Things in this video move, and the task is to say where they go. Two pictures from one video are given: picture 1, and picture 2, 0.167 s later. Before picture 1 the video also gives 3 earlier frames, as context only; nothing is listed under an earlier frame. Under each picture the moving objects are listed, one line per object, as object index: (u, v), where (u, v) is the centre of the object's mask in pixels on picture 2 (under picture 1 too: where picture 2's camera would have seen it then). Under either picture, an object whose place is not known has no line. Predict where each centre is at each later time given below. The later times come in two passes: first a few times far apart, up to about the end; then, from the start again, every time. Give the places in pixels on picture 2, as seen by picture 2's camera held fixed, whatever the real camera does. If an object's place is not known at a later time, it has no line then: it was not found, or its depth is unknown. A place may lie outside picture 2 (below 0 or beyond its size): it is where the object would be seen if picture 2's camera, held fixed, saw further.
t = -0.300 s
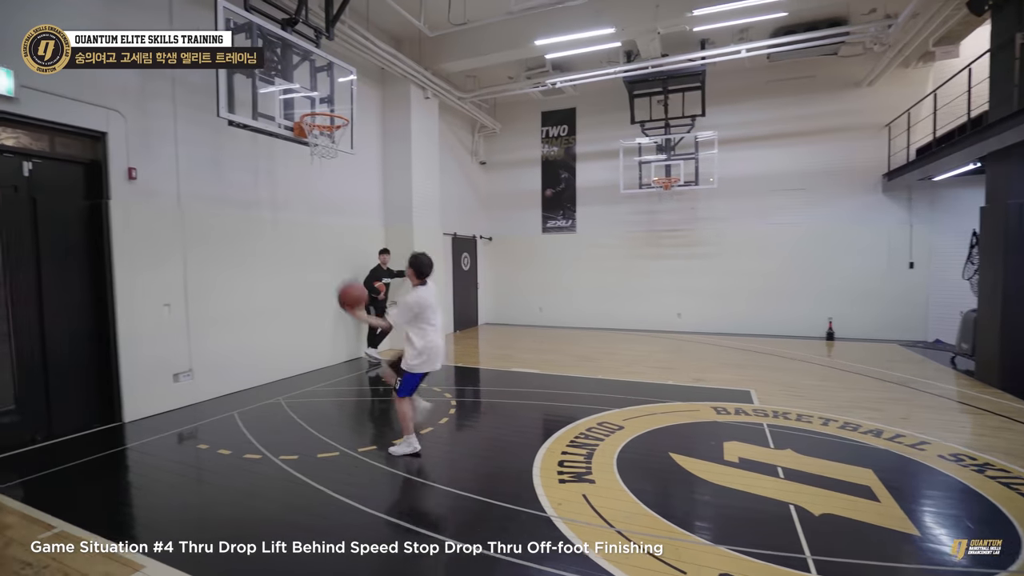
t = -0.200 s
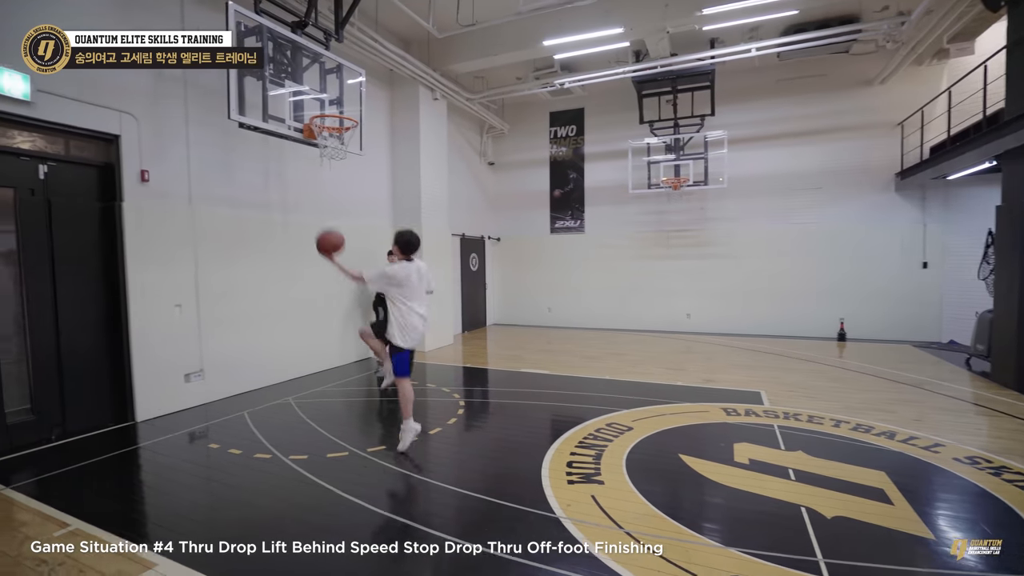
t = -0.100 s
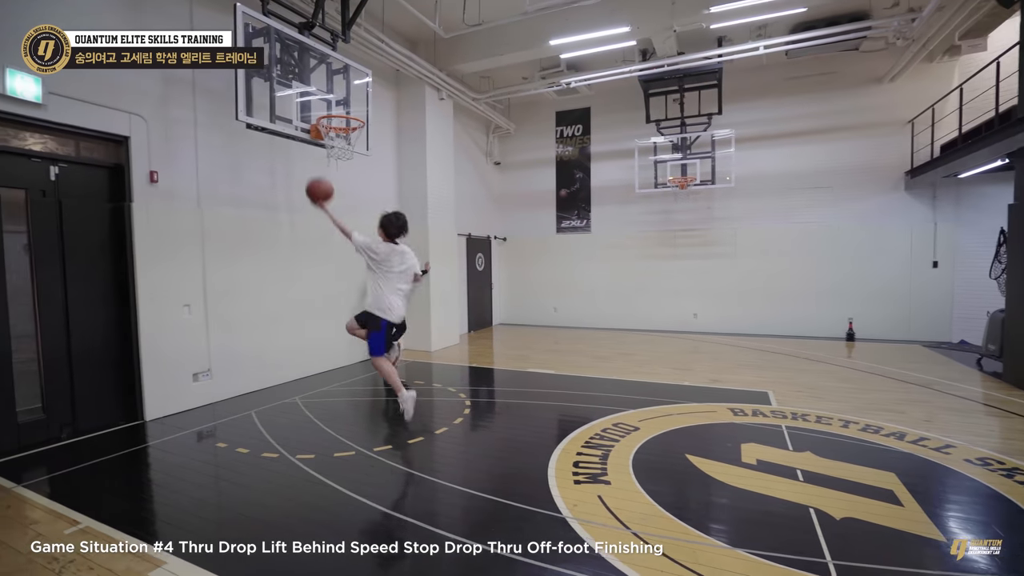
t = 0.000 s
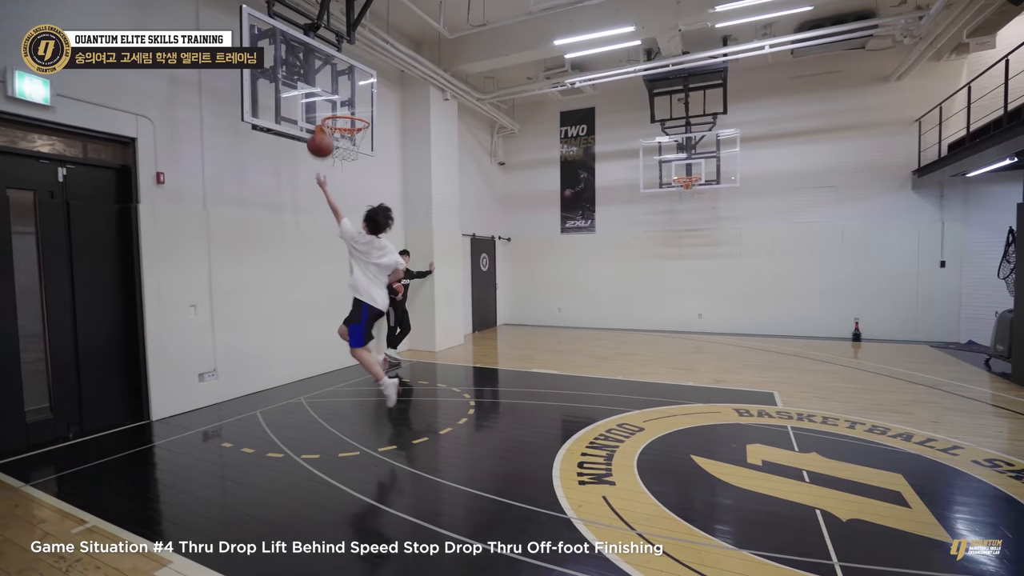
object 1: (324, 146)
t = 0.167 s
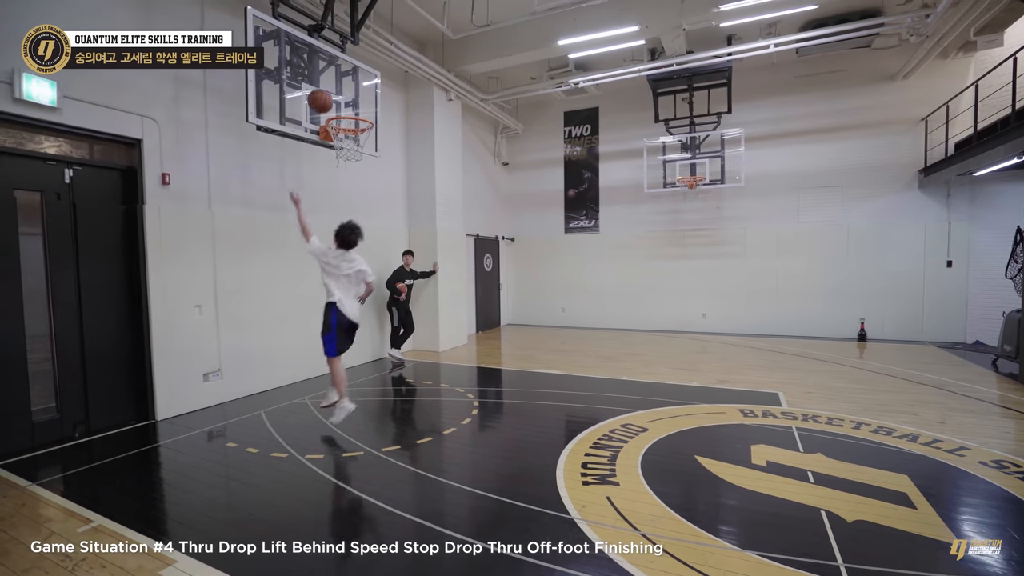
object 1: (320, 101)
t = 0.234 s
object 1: (318, 93)
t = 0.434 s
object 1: (322, 89)
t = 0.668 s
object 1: (356, 115)
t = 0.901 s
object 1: (338, 173)
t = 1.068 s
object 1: (324, 241)
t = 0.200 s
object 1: (319, 96)
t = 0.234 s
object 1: (318, 93)
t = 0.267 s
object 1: (317, 90)
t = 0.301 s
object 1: (317, 89)
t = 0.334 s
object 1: (316, 89)
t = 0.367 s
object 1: (315, 89)
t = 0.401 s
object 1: (317, 90)
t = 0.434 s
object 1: (322, 89)
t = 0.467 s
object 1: (327, 90)
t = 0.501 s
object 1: (331, 92)
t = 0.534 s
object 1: (336, 94)
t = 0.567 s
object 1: (341, 98)
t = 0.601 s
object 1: (346, 103)
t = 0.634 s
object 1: (351, 107)
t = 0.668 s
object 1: (356, 115)
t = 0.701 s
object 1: (360, 123)
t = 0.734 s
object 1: (357, 130)
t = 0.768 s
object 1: (353, 136)
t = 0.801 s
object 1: (348, 145)
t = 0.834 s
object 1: (344, 154)
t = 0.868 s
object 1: (341, 164)
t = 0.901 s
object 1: (338, 173)
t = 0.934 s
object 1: (335, 185)
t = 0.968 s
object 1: (332, 197)
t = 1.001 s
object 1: (329, 211)
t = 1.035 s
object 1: (327, 226)
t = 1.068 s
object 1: (324, 241)
